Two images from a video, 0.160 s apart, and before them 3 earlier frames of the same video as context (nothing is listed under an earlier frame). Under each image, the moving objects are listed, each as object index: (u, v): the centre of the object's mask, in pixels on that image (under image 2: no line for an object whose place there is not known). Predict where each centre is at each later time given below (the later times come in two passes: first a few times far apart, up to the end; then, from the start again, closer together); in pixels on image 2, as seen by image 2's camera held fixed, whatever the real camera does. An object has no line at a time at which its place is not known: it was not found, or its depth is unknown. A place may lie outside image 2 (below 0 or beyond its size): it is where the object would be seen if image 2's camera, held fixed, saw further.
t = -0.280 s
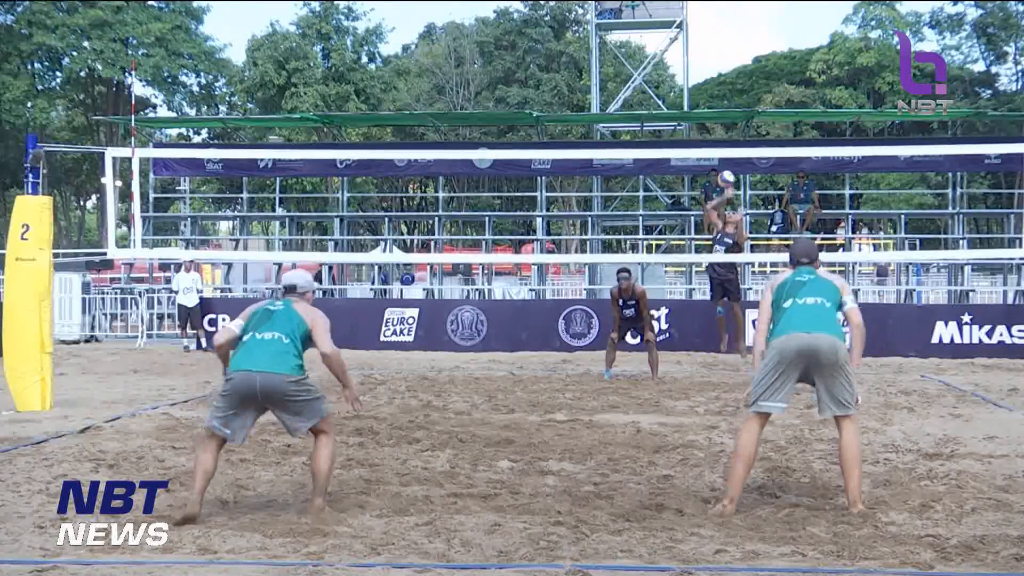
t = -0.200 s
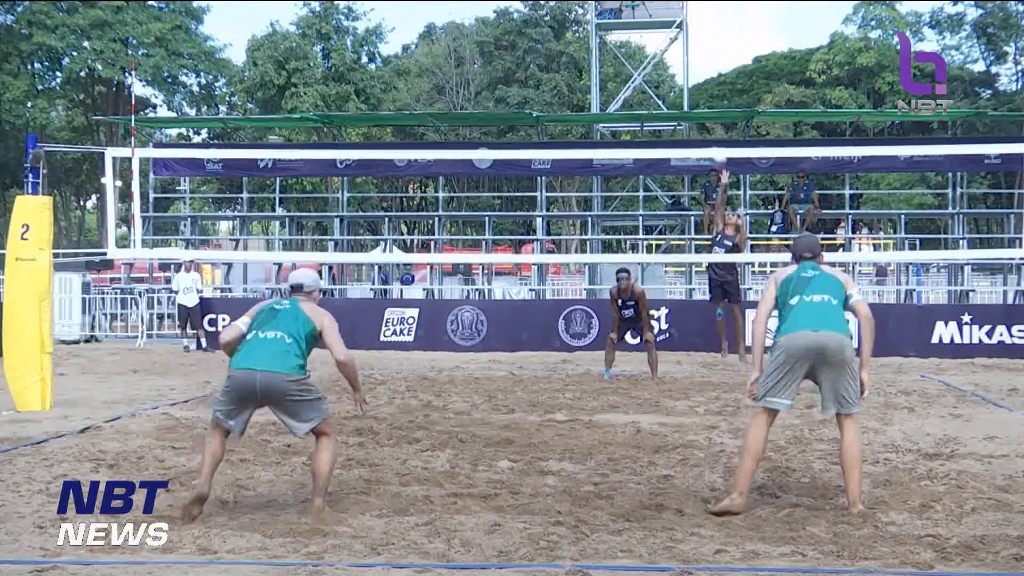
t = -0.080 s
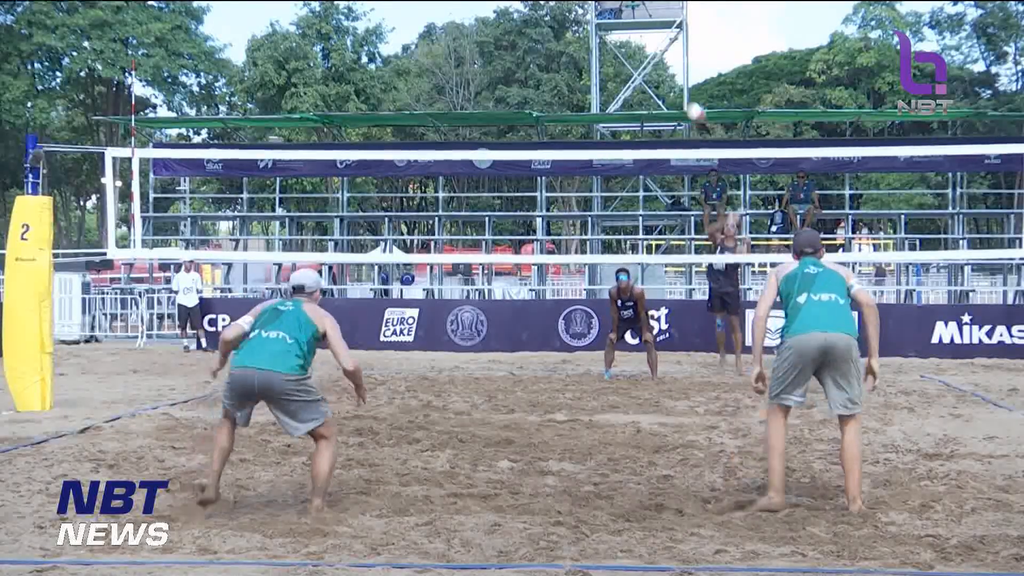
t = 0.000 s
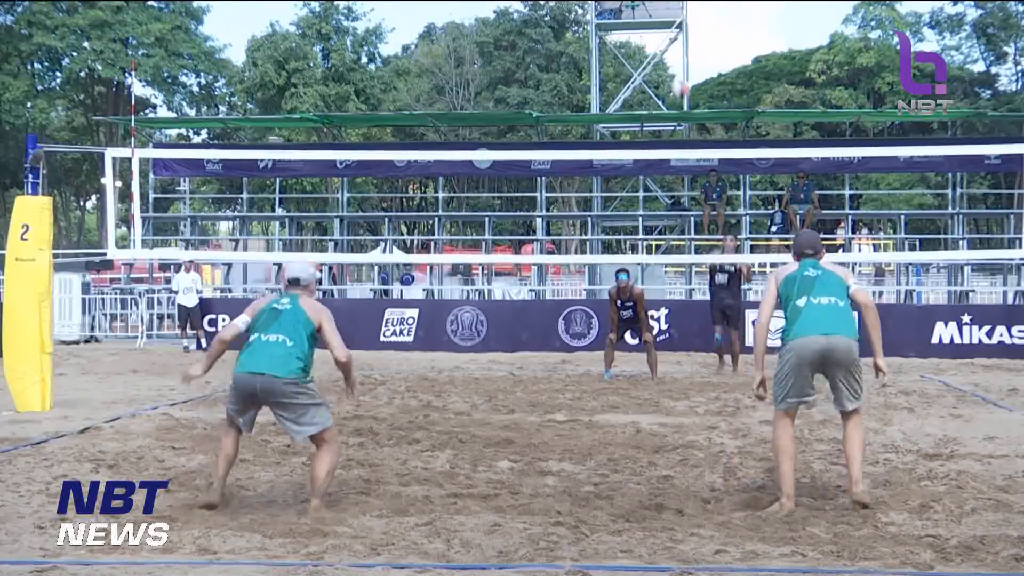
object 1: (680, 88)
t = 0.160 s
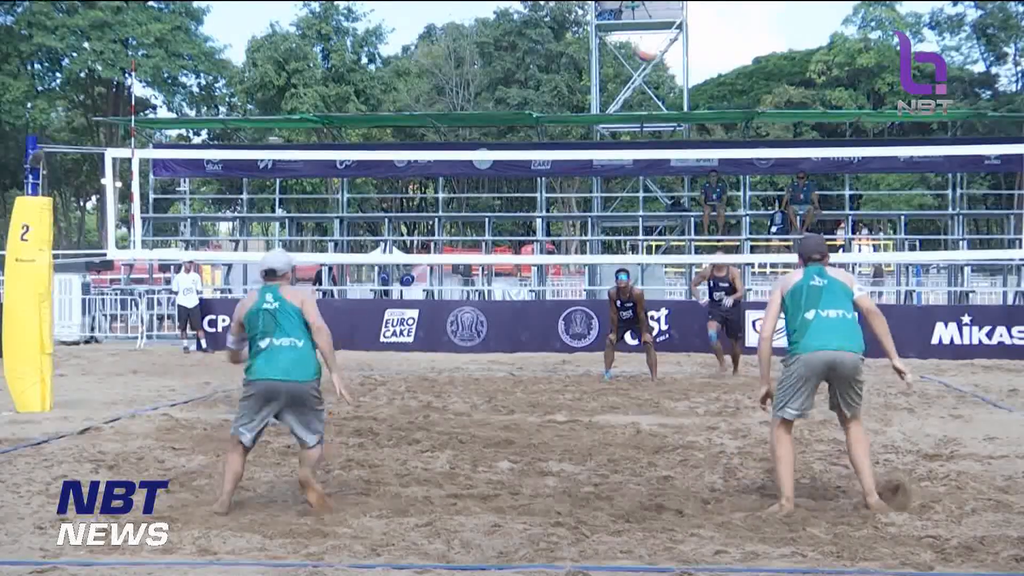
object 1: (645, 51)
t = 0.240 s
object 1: (622, 43)
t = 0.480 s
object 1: (559, 51)
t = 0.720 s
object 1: (481, 130)
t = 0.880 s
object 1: (424, 231)
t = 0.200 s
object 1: (635, 46)
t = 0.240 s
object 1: (622, 43)
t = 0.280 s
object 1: (614, 40)
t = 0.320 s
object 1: (604, 39)
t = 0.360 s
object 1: (594, 39)
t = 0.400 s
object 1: (582, 41)
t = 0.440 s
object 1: (571, 45)
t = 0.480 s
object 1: (559, 51)
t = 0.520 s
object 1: (547, 59)
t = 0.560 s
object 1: (535, 67)
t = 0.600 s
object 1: (521, 78)
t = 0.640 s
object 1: (507, 93)
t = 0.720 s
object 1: (481, 130)
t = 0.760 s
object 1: (467, 151)
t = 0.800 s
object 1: (453, 177)
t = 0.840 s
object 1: (438, 203)
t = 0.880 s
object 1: (424, 231)
